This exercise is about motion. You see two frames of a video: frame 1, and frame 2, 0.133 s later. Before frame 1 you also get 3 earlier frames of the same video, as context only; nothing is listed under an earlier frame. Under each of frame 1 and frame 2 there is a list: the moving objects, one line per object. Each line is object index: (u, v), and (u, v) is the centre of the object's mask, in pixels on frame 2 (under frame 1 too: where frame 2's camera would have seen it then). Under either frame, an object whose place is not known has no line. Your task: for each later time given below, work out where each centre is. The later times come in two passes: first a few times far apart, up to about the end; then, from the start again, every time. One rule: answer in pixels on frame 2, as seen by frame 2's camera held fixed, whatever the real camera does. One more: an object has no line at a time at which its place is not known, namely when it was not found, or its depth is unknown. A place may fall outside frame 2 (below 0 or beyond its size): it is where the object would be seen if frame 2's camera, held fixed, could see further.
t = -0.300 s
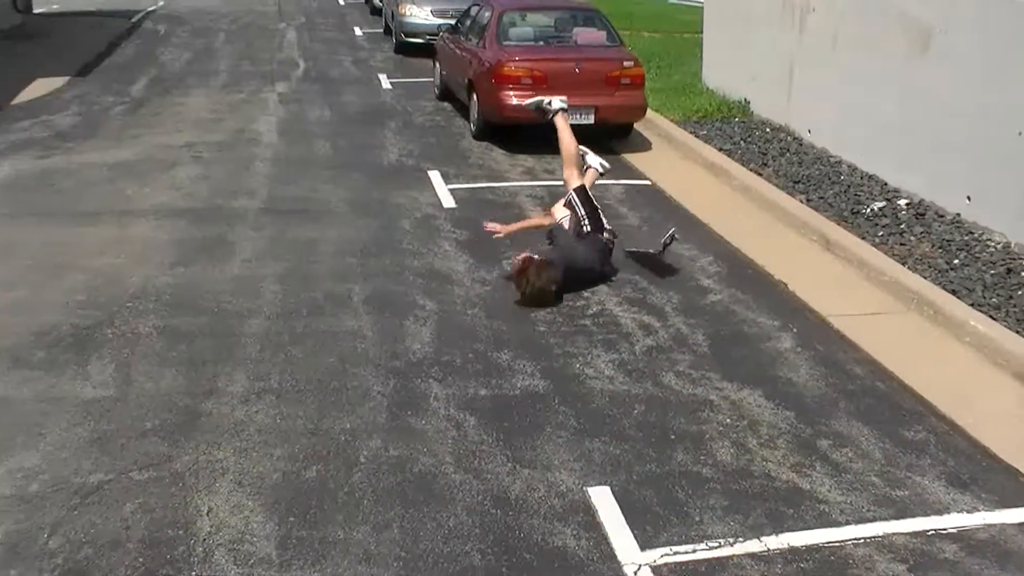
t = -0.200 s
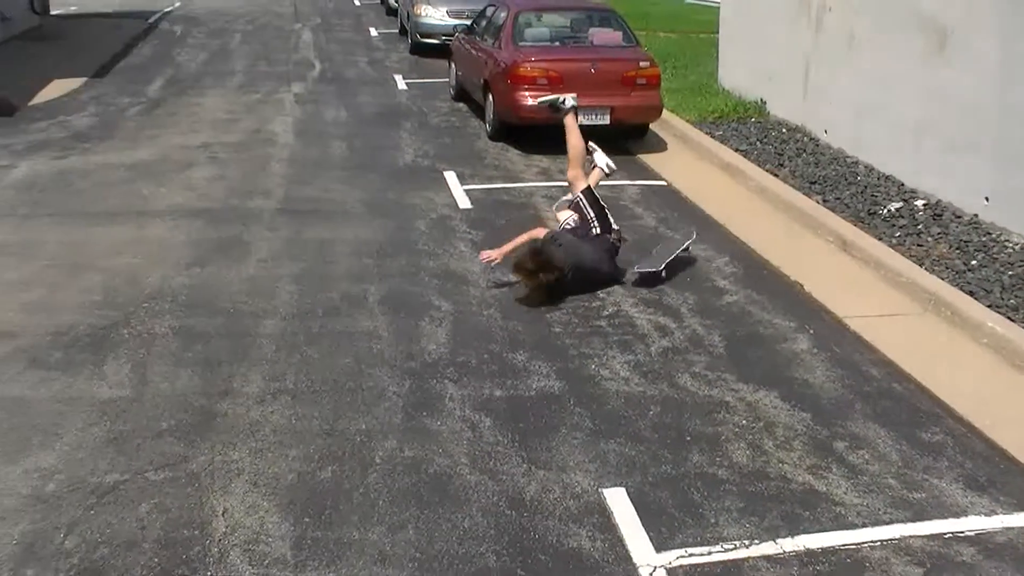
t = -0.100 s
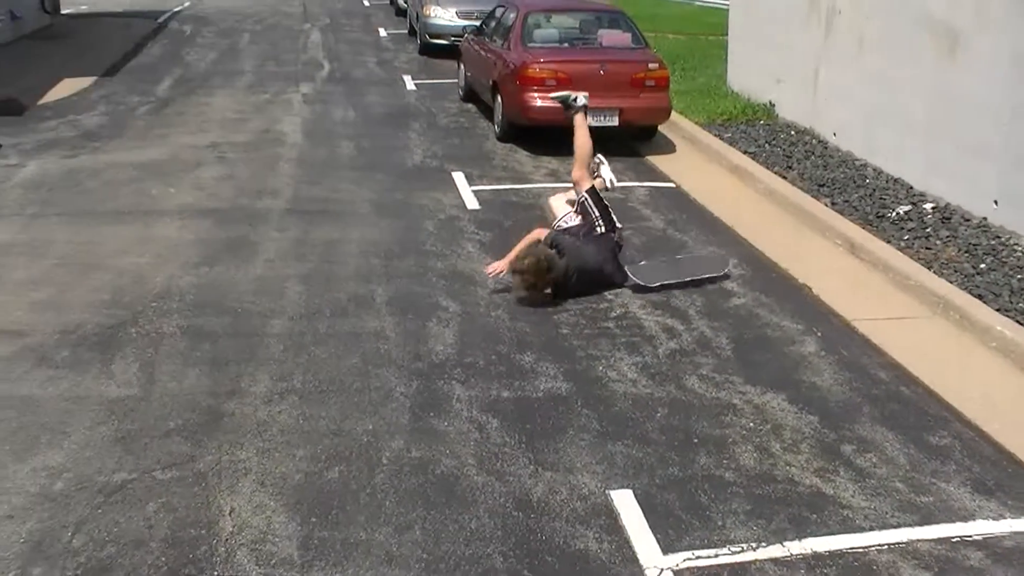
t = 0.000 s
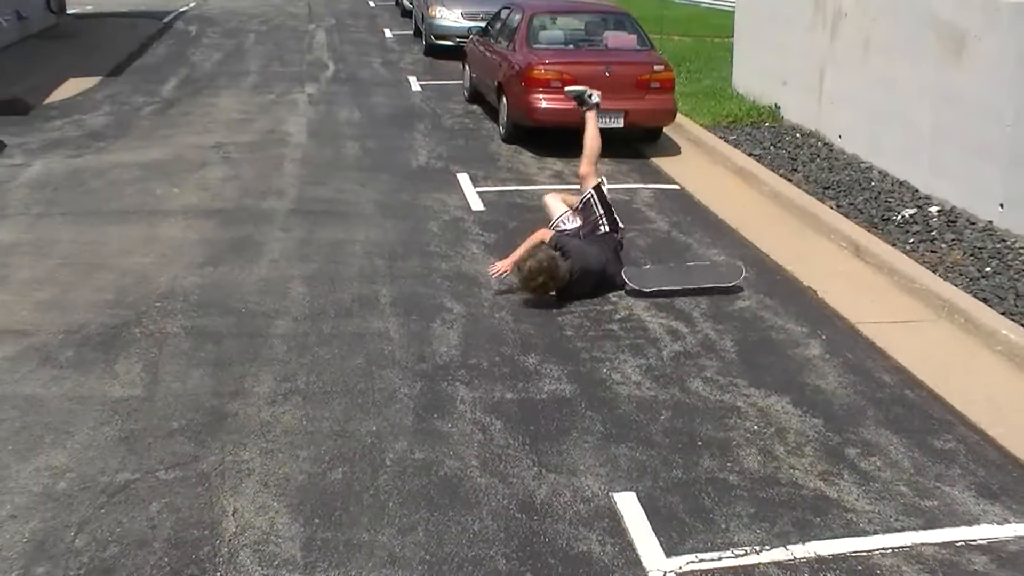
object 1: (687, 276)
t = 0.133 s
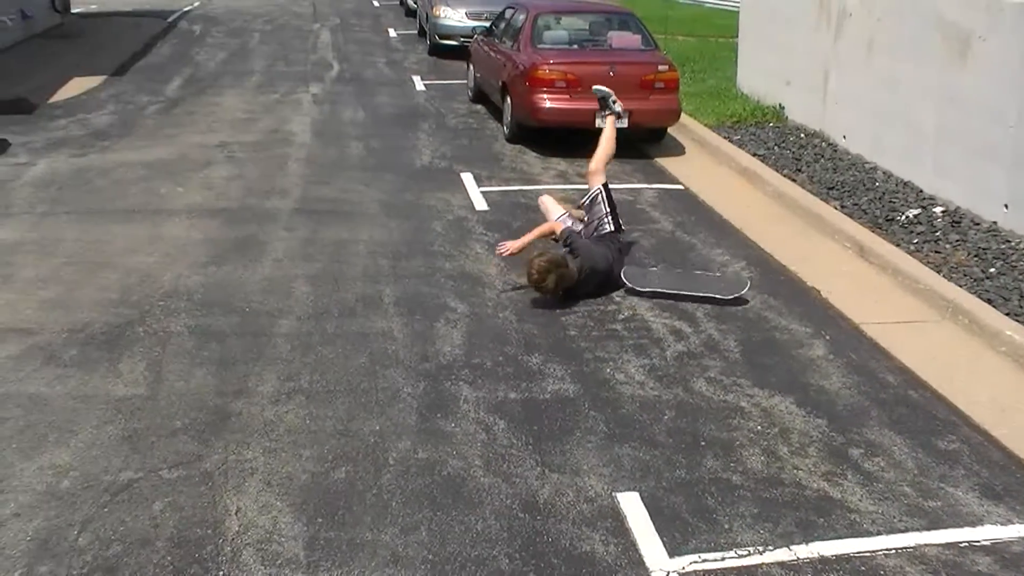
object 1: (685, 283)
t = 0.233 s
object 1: (682, 287)
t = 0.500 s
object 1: (685, 289)
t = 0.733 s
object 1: (688, 291)
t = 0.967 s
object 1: (694, 292)
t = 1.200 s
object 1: (700, 293)
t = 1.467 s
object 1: (709, 295)
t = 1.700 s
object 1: (716, 297)
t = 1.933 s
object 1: (726, 299)
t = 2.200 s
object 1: (737, 301)
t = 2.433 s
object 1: (748, 303)
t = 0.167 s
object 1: (684, 283)
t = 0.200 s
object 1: (683, 285)
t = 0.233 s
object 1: (682, 287)
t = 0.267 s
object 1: (682, 288)
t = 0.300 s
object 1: (682, 288)
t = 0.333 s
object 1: (683, 288)
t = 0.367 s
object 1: (683, 288)
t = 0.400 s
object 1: (683, 288)
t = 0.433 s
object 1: (683, 290)
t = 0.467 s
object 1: (684, 289)
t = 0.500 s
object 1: (685, 289)
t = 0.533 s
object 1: (685, 290)
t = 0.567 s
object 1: (686, 290)
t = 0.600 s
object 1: (686, 290)
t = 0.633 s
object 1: (686, 290)
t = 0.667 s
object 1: (687, 290)
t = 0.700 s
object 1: (687, 291)
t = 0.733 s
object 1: (688, 291)
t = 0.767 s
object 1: (689, 291)
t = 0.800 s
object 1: (690, 291)
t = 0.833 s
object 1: (691, 291)
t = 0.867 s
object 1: (692, 291)
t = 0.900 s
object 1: (692, 291)
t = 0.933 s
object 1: (693, 292)
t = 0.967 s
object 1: (694, 292)
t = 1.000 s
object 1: (694, 292)
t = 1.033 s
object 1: (696, 292)
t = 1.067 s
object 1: (696, 292)
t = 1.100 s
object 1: (696, 292)
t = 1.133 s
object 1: (698, 293)
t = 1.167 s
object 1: (699, 293)
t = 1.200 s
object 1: (700, 293)
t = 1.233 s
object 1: (701, 294)
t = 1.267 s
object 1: (703, 294)
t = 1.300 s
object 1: (704, 294)
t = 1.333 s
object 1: (705, 295)
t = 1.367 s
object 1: (706, 295)
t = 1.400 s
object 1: (706, 295)
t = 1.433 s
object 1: (707, 295)
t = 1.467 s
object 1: (709, 295)
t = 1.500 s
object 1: (710, 295)
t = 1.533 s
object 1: (711, 296)
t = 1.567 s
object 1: (712, 296)
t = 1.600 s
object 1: (713, 296)
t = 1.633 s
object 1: (714, 297)
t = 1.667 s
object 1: (716, 297)
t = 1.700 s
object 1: (716, 297)
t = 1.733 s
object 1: (718, 298)
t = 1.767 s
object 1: (719, 298)
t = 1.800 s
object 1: (721, 298)
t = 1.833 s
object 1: (722, 298)
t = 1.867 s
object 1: (723, 298)
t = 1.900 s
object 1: (725, 298)
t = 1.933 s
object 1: (726, 299)
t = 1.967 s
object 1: (727, 299)
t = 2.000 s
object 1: (728, 299)
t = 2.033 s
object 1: (730, 300)
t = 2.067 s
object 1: (731, 300)
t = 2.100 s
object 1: (732, 300)
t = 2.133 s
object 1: (733, 300)
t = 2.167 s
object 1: (735, 301)
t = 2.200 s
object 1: (737, 301)
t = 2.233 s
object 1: (739, 301)
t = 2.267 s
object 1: (740, 301)
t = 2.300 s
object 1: (741, 302)
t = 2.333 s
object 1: (742, 302)
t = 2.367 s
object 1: (744, 302)
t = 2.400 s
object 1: (746, 303)
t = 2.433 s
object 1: (748, 303)
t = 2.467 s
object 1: (750, 304)
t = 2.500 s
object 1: (751, 304)
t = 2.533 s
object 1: (753, 304)
